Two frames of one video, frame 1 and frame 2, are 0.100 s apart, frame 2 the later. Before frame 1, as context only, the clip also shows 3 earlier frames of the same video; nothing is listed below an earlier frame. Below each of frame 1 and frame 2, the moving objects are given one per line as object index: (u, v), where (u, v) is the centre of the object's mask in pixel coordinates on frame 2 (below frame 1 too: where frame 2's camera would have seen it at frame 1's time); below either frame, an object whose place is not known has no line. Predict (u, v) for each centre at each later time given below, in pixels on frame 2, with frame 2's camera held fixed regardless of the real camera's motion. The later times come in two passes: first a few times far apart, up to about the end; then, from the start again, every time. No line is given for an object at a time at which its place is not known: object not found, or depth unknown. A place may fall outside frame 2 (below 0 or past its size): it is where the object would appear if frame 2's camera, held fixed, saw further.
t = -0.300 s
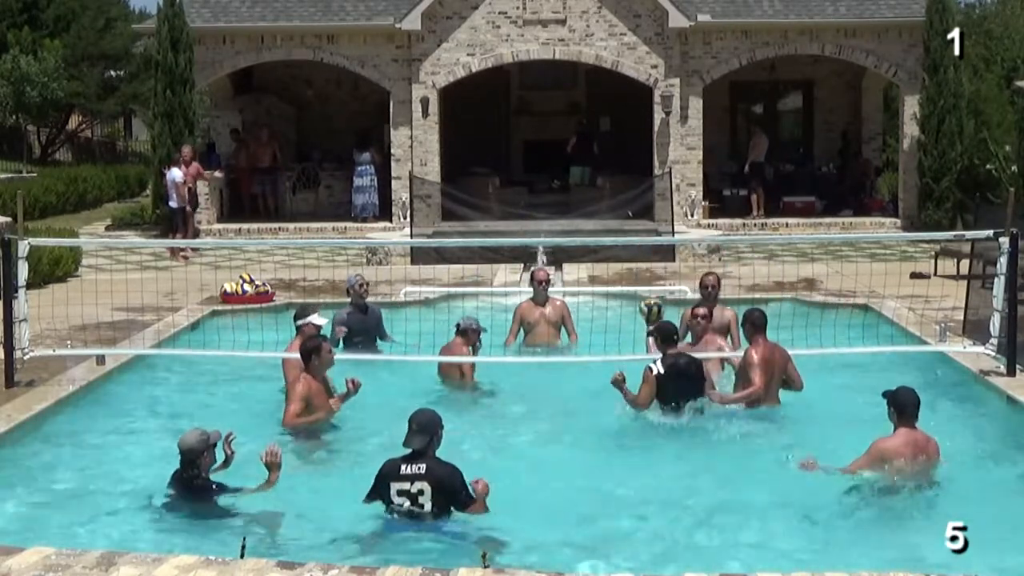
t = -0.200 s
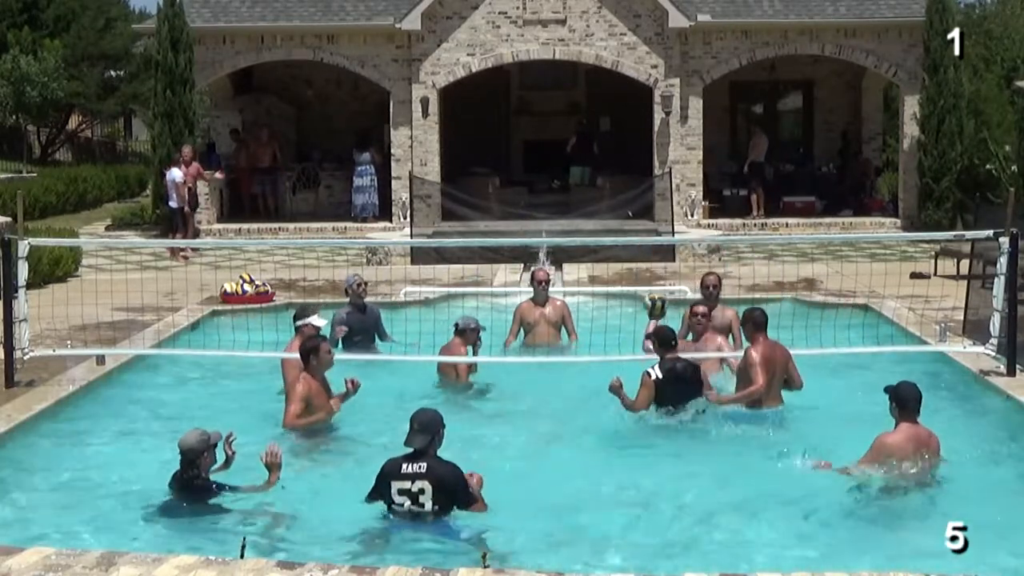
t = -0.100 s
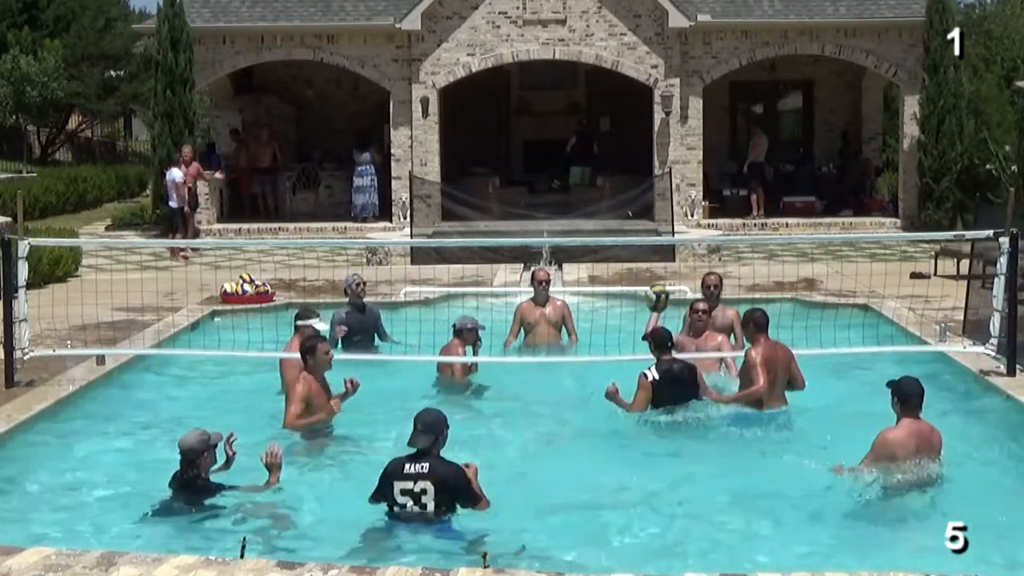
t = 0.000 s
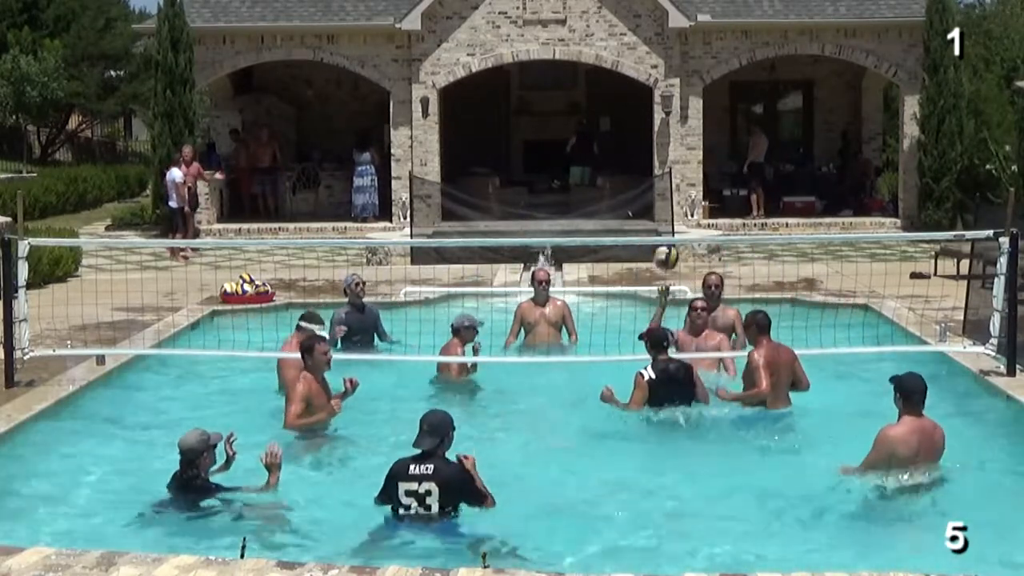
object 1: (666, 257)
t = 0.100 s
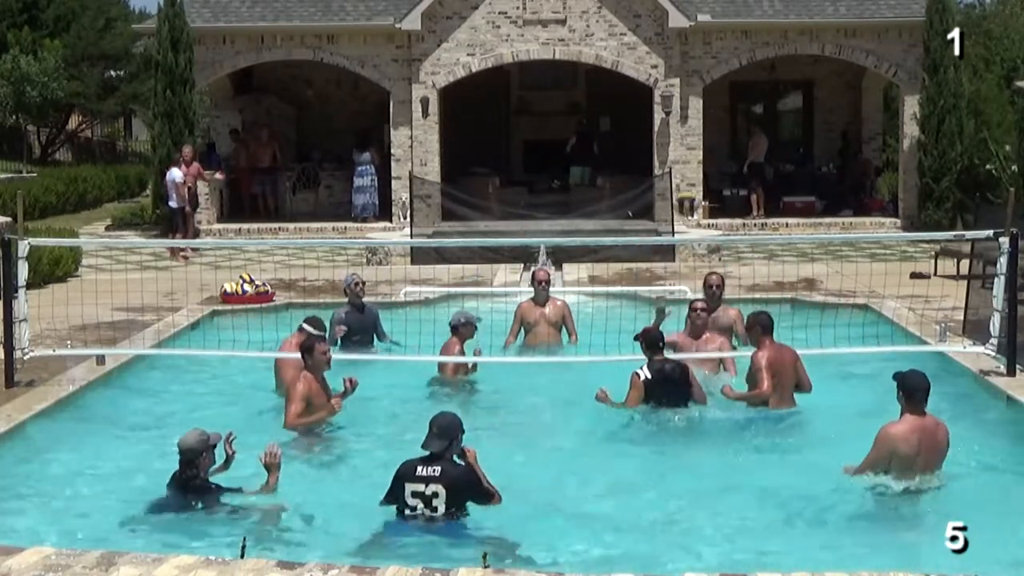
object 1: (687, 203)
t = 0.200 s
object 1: (707, 156)
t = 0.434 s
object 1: (762, 85)
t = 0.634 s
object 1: (817, 75)
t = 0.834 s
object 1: (883, 130)
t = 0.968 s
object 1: (934, 211)
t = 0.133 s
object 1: (694, 187)
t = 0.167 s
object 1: (700, 171)
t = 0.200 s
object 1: (707, 156)
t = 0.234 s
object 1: (714, 143)
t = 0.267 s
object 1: (721, 130)
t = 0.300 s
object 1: (729, 119)
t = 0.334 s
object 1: (737, 109)
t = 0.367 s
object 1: (745, 99)
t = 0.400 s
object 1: (754, 93)
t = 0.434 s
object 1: (762, 85)
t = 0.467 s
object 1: (770, 79)
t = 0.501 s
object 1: (779, 76)
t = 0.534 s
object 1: (788, 73)
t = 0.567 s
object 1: (797, 73)
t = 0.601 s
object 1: (807, 73)
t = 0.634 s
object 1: (817, 75)
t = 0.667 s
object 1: (828, 79)
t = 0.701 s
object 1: (838, 86)
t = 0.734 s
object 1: (849, 93)
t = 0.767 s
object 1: (860, 103)
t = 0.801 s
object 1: (871, 116)
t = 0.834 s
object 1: (883, 130)
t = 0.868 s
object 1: (894, 146)
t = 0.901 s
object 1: (907, 164)
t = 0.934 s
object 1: (921, 187)
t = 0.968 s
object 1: (934, 211)
